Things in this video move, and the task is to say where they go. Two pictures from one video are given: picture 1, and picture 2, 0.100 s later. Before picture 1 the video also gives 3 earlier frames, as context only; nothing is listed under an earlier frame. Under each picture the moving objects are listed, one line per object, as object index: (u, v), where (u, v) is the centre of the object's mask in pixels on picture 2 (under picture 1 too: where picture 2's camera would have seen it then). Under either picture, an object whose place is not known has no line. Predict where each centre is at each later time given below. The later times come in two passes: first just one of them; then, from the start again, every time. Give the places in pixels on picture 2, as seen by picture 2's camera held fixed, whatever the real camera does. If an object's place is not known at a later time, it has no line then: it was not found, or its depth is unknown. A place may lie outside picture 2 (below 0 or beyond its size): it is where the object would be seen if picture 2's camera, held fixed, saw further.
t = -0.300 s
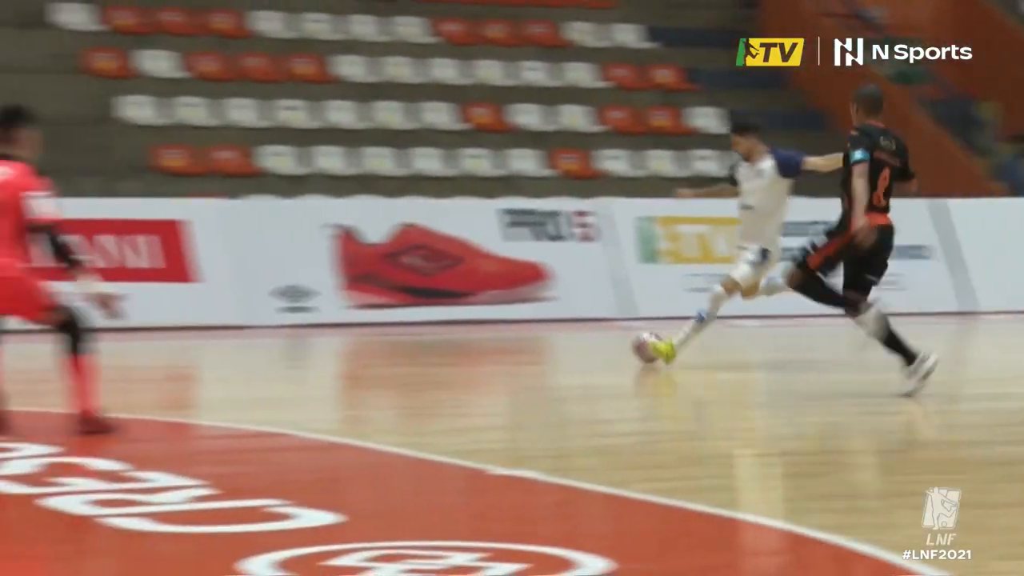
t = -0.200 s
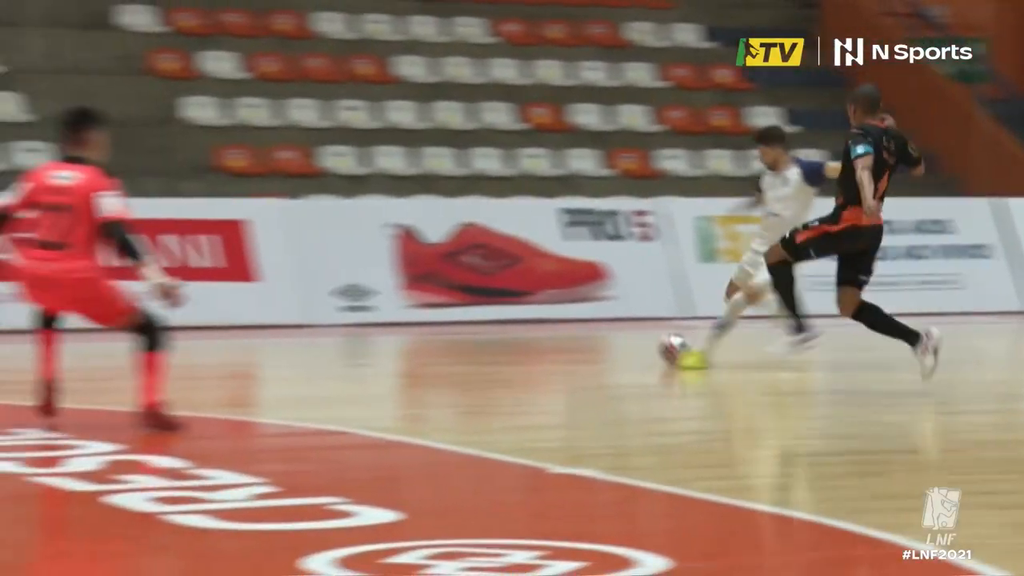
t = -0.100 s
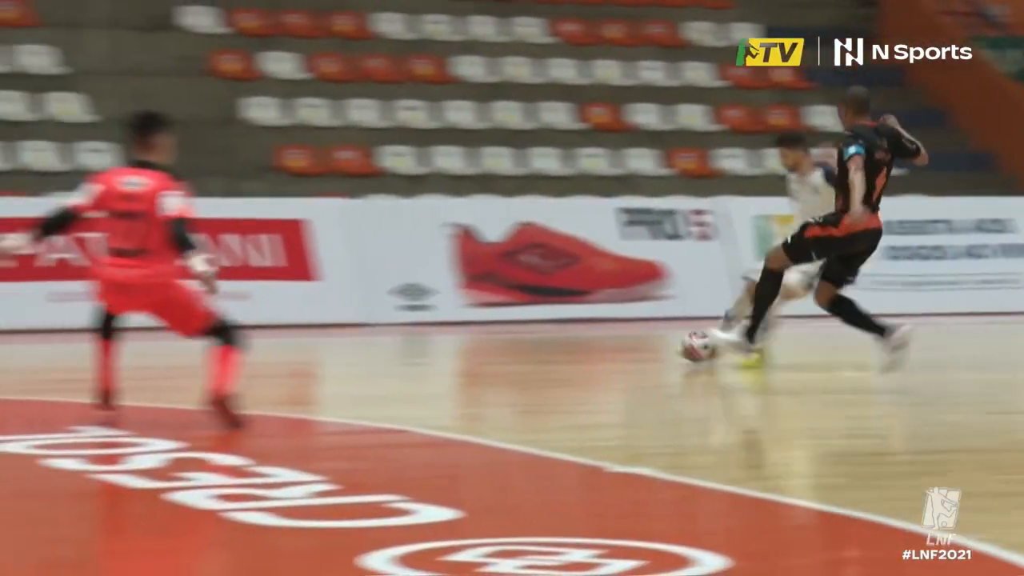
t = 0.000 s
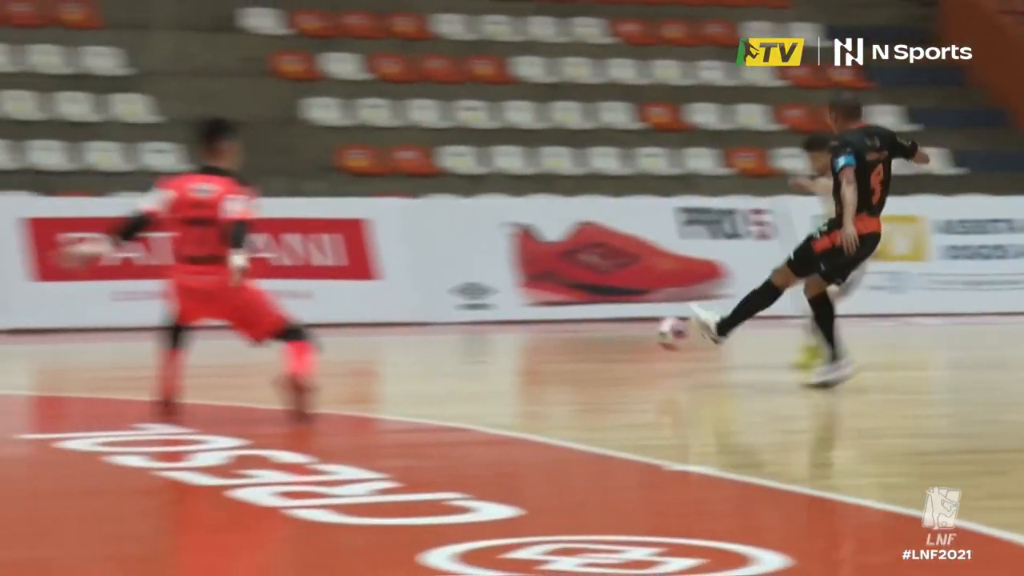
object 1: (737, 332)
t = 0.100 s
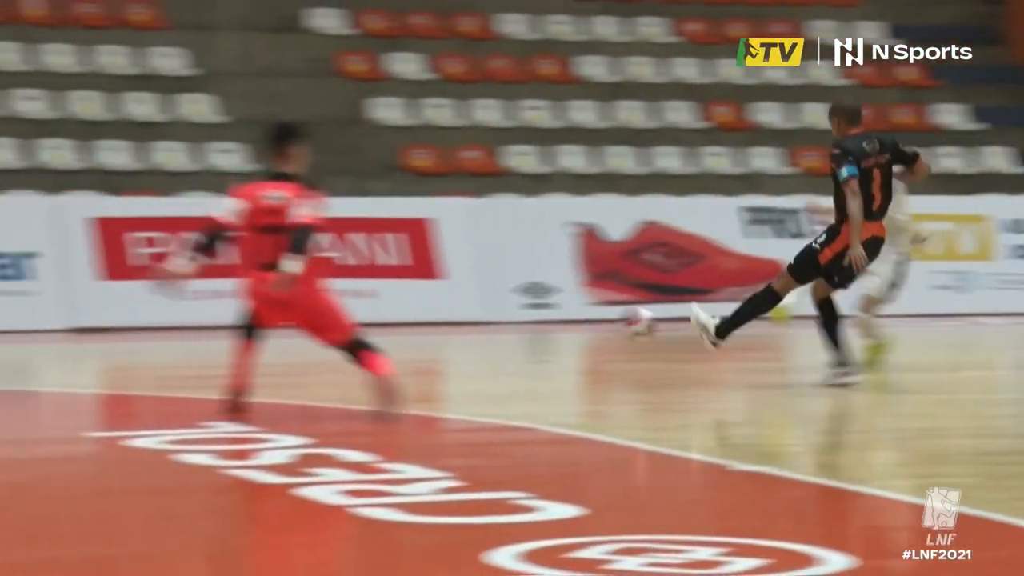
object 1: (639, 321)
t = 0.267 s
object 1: (449, 315)
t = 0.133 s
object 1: (602, 320)
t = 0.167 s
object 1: (565, 318)
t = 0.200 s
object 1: (528, 315)
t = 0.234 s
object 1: (490, 315)
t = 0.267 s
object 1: (449, 315)
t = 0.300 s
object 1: (404, 314)
